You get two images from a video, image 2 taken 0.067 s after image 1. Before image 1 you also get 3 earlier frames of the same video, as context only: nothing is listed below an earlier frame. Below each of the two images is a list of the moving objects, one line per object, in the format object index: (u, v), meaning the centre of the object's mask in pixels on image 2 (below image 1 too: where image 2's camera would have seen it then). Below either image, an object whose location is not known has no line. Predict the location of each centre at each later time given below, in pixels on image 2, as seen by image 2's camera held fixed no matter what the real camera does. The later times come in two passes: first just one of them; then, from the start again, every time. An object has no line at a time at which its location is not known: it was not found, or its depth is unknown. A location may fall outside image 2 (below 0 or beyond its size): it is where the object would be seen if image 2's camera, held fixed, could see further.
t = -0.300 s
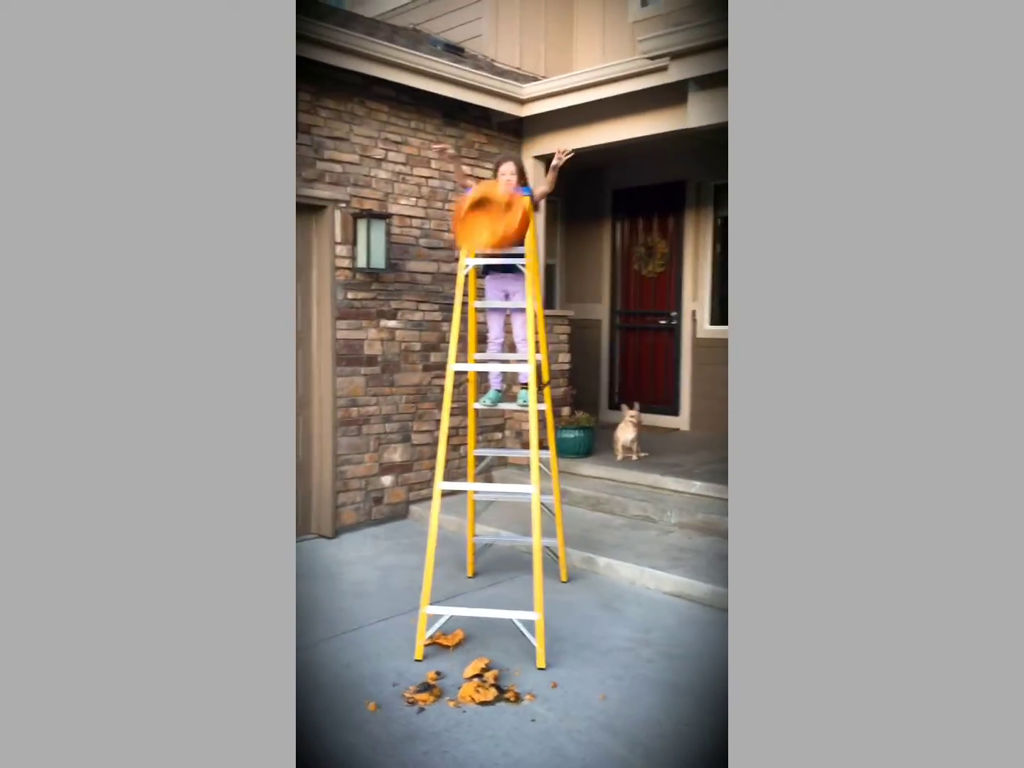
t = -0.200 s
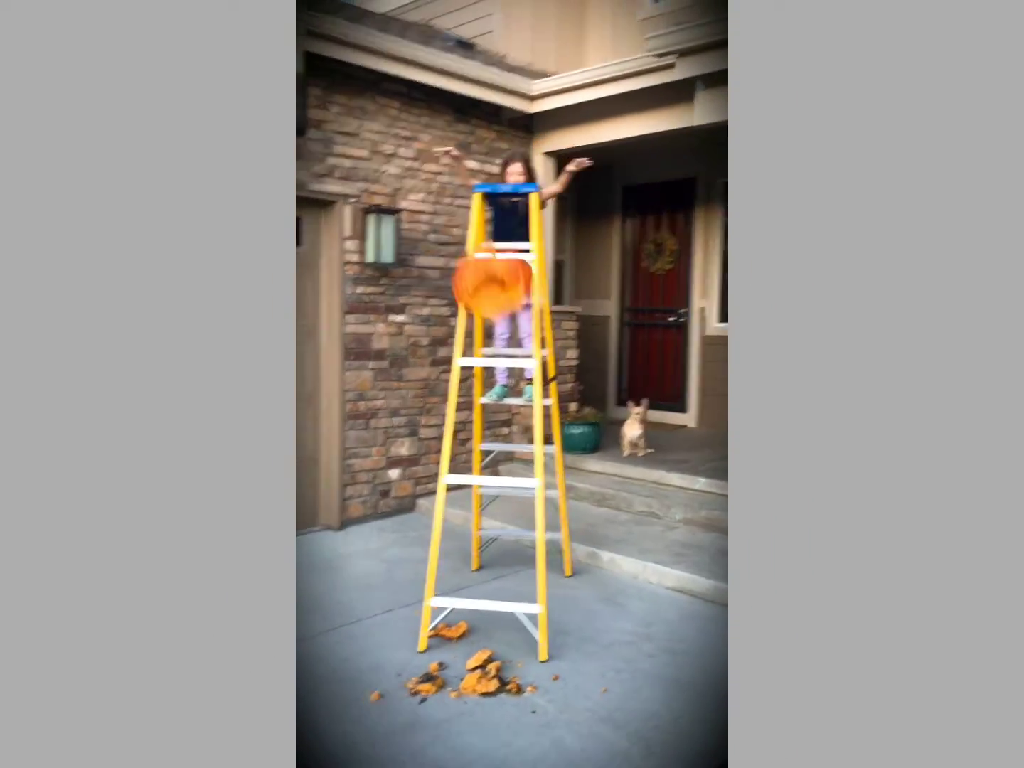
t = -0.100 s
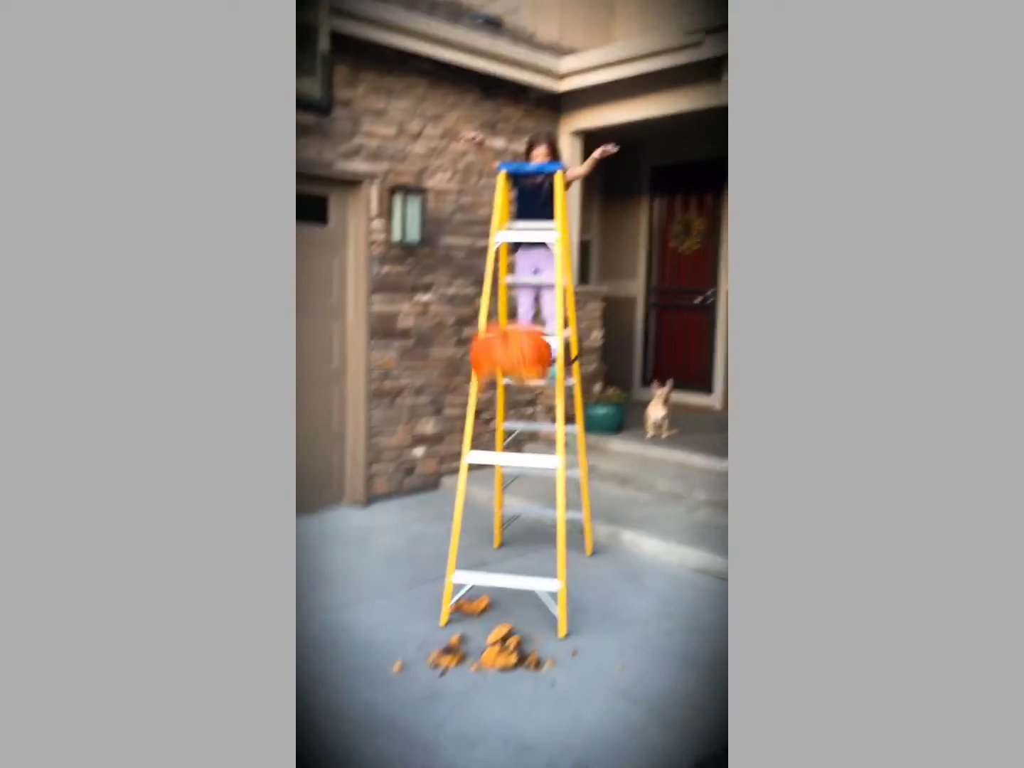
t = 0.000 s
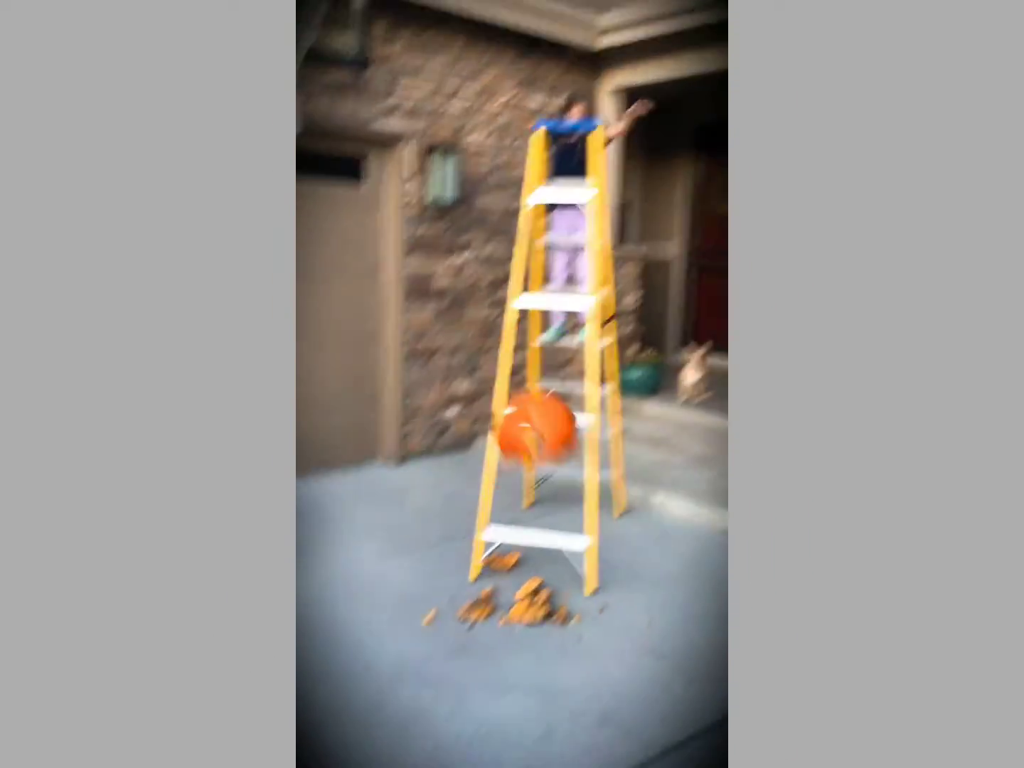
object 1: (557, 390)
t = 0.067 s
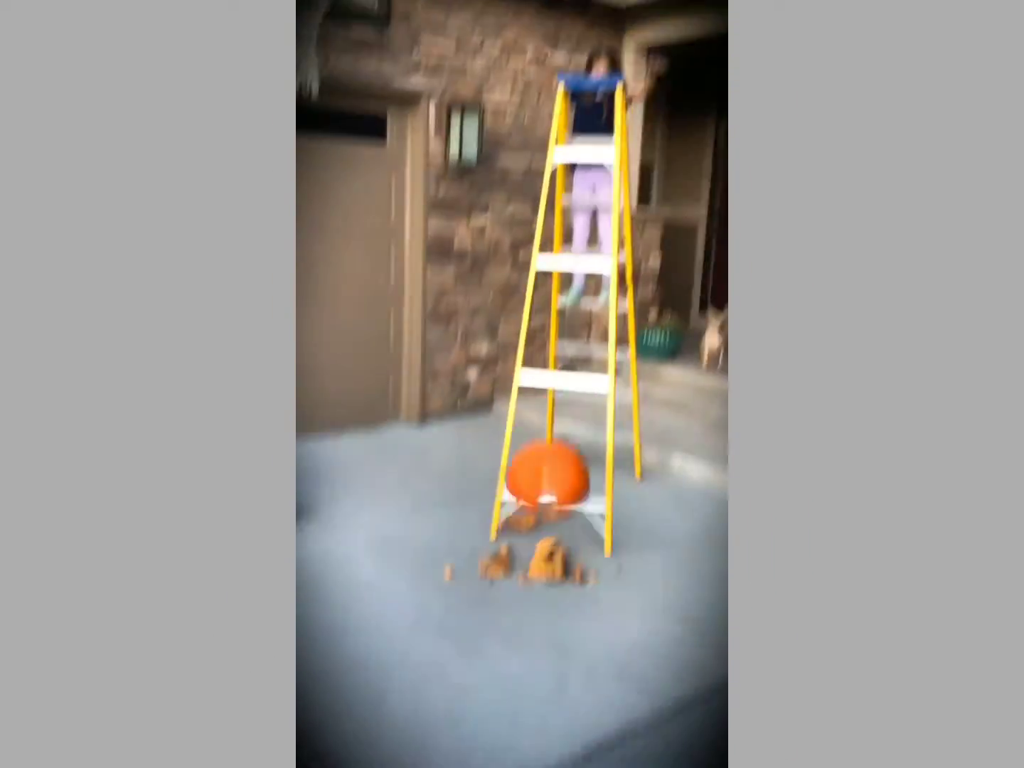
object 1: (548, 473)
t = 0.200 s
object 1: (536, 583)
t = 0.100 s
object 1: (544, 526)
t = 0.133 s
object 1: (538, 574)
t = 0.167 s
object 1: (536, 582)
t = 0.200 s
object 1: (536, 583)
